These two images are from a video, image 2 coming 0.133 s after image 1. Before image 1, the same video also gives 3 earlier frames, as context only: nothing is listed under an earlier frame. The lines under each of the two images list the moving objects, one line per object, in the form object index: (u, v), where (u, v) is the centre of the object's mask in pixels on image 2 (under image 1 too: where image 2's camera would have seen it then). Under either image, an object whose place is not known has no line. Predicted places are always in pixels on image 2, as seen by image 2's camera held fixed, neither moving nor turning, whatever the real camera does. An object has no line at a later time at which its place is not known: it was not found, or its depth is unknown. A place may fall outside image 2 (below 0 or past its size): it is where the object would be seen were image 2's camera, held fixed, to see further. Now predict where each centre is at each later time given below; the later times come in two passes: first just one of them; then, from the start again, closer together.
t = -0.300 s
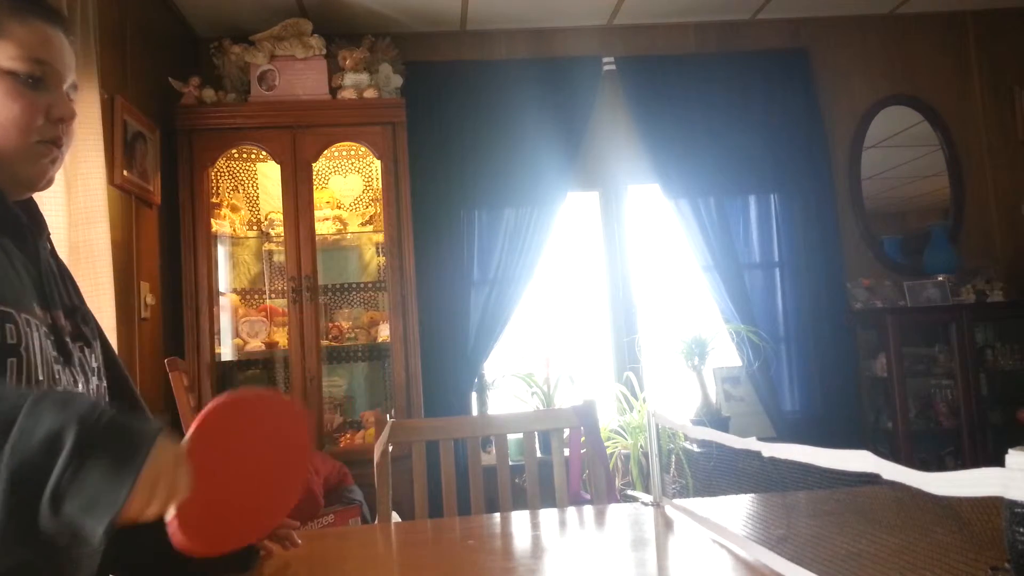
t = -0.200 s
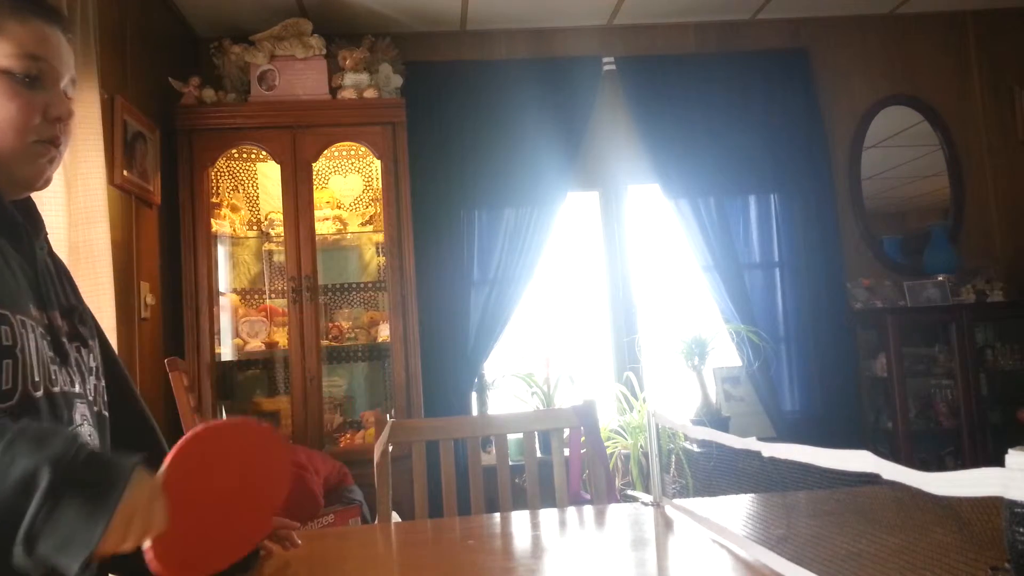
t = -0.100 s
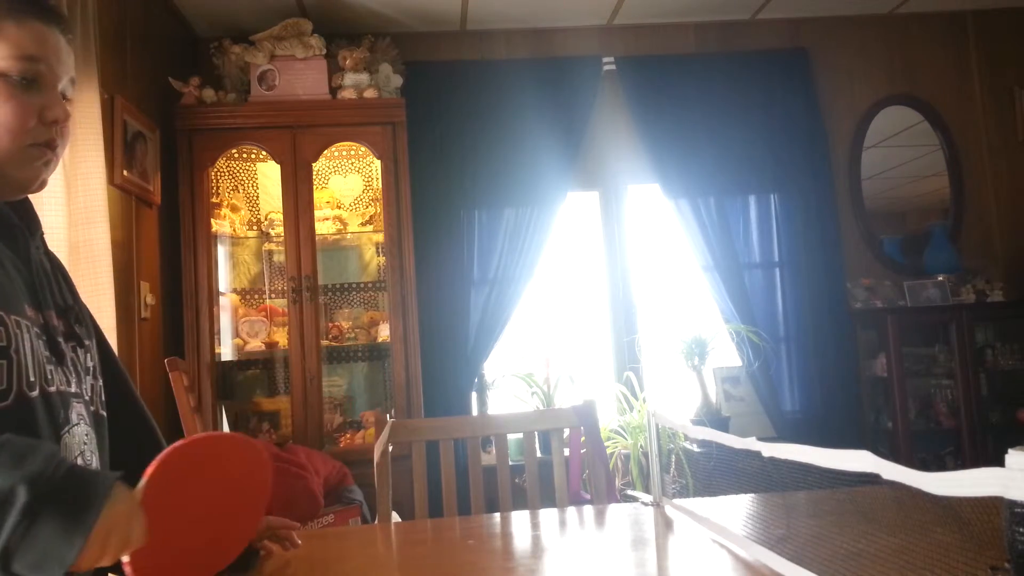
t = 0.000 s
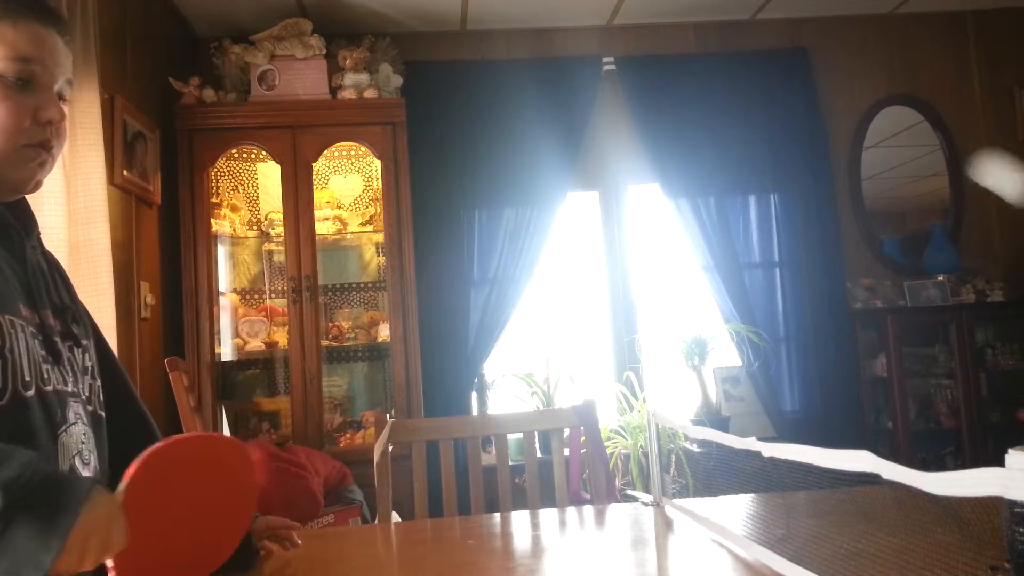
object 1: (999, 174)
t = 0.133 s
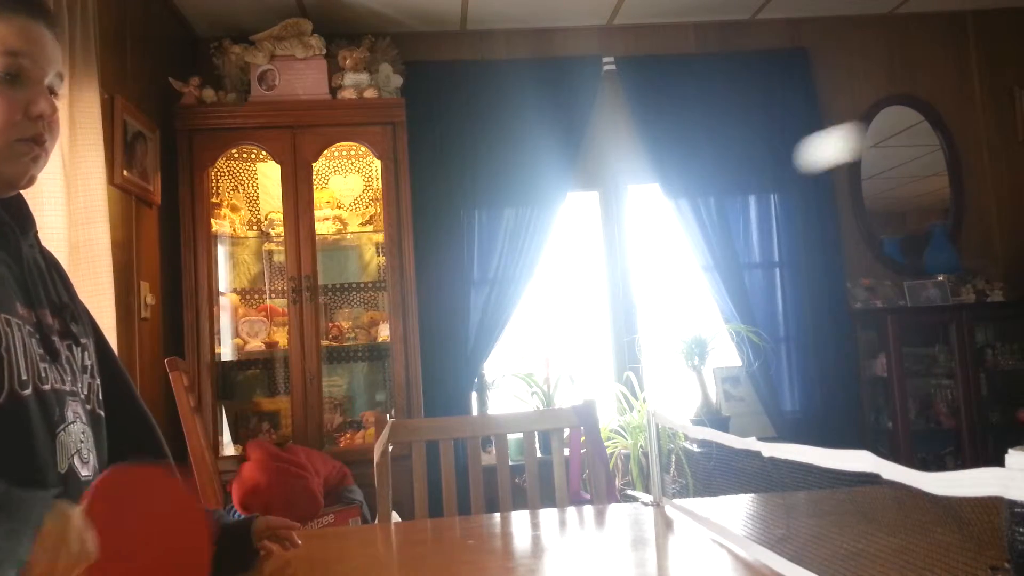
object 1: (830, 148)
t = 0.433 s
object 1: (476, 462)
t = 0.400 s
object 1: (499, 527)
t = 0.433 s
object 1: (476, 462)
